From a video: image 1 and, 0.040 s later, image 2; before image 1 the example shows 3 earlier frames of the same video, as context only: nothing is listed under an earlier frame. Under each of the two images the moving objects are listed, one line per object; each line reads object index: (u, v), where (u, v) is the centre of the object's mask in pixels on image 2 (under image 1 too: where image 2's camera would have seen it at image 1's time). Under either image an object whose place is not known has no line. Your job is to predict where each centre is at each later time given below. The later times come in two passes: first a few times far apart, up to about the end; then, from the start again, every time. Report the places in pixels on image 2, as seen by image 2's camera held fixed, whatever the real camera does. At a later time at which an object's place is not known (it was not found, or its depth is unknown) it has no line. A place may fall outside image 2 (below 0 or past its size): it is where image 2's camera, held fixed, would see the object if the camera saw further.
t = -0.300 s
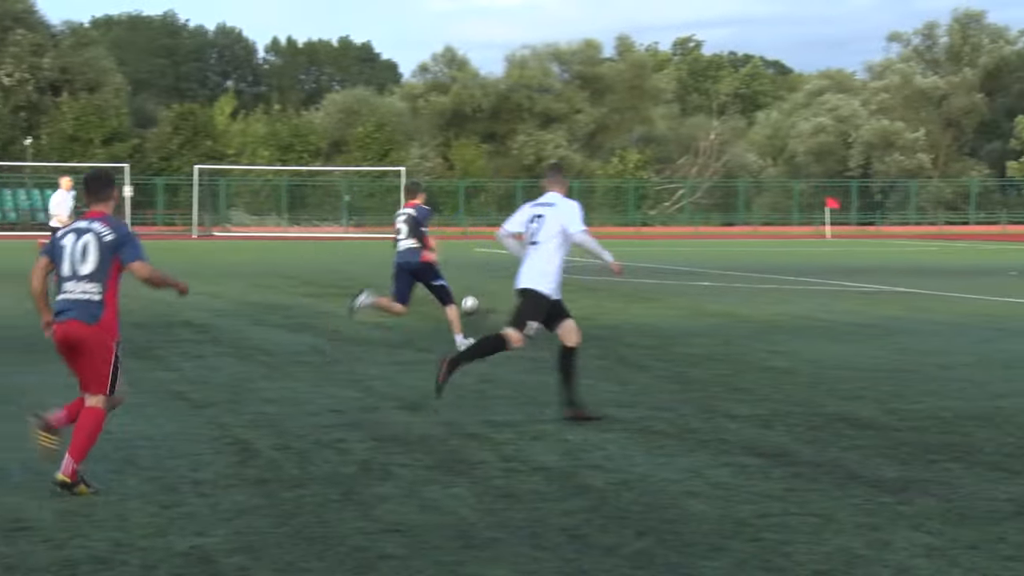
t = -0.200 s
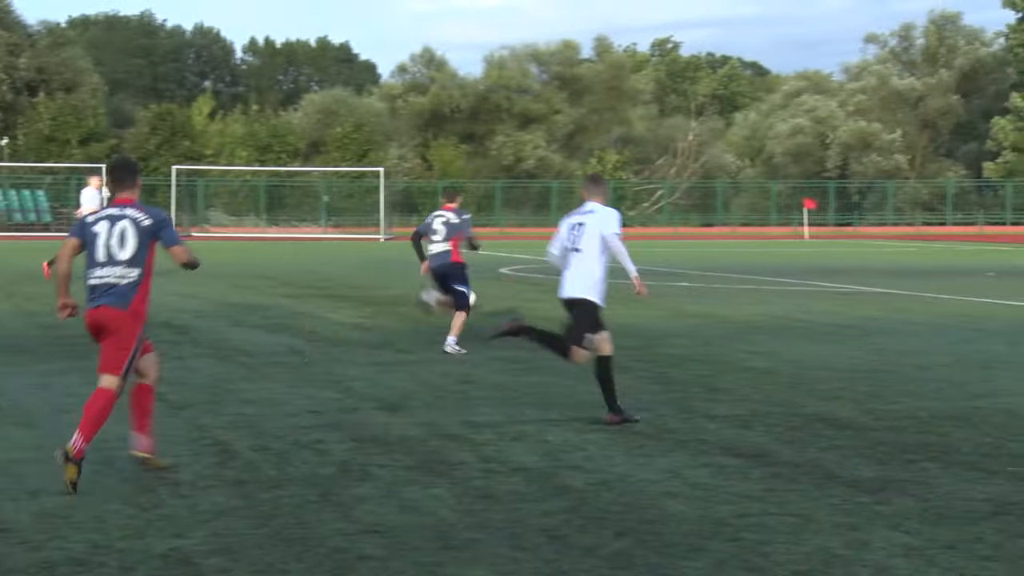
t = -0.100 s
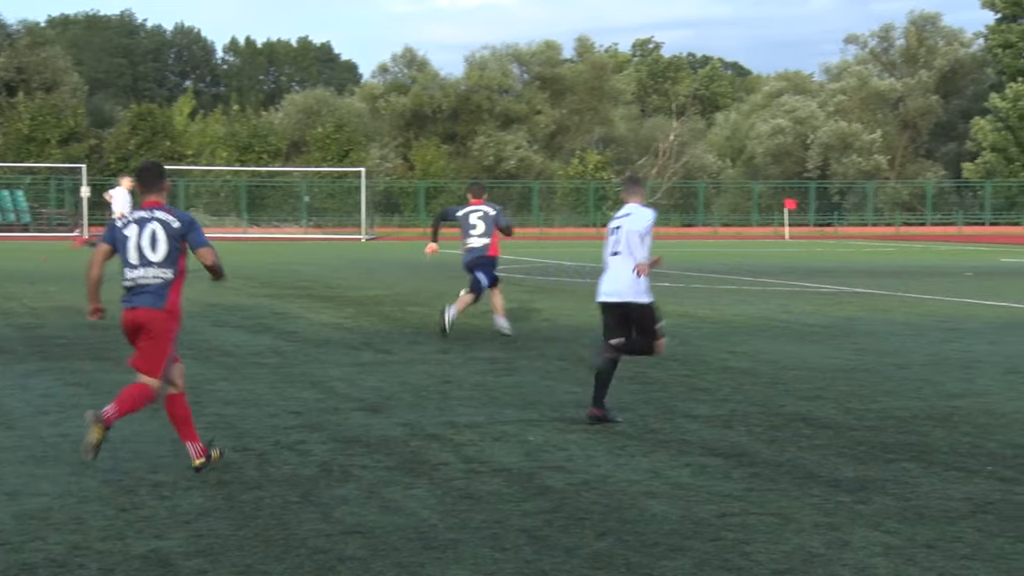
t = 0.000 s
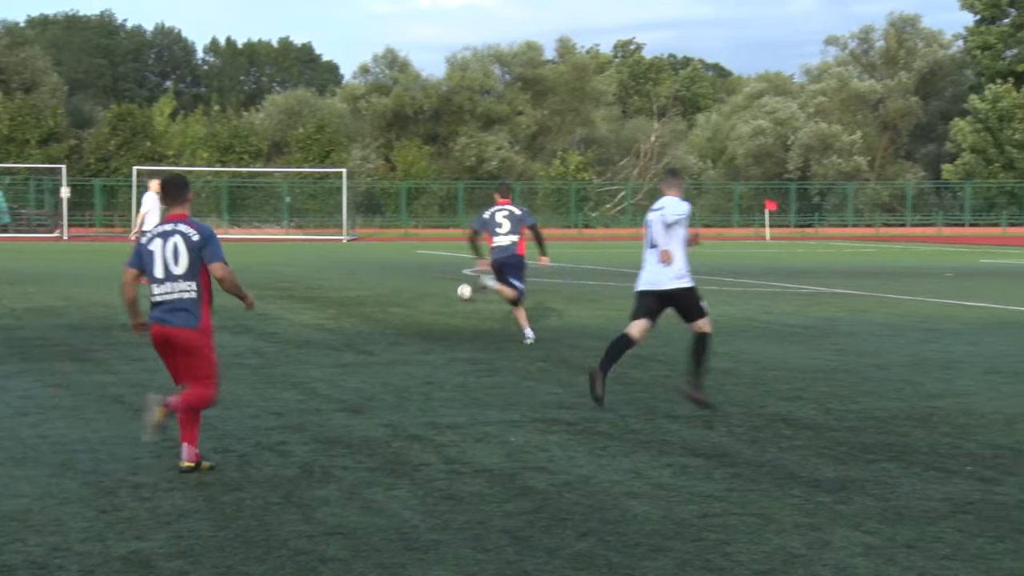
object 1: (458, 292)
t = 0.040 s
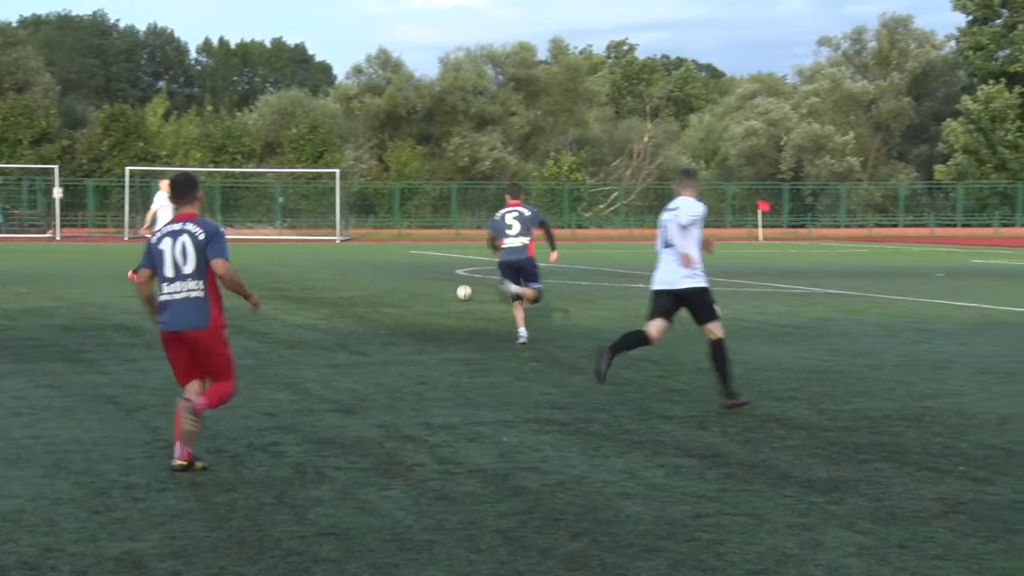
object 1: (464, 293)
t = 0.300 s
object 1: (500, 285)
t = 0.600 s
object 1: (534, 279)
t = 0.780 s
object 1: (552, 276)
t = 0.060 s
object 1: (467, 293)
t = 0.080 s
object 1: (470, 292)
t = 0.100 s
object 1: (472, 291)
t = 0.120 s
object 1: (475, 289)
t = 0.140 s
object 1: (478, 288)
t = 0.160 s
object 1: (481, 287)
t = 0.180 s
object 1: (484, 286)
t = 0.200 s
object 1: (487, 286)
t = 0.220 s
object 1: (490, 286)
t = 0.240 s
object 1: (493, 287)
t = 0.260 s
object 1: (495, 287)
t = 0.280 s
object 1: (498, 286)
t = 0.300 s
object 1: (500, 285)
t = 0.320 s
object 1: (503, 285)
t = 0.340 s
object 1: (505, 284)
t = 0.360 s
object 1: (508, 284)
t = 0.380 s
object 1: (510, 284)
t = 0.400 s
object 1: (513, 284)
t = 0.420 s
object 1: (515, 283)
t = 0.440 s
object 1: (518, 282)
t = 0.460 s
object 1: (519, 282)
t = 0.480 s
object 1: (522, 282)
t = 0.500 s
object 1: (524, 282)
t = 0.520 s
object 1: (526, 281)
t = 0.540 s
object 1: (529, 280)
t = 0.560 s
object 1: (531, 279)
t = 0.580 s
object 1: (533, 279)
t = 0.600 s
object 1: (534, 279)
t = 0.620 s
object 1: (537, 279)
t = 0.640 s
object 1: (539, 278)
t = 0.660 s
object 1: (541, 277)
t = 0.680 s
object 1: (542, 277)
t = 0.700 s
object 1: (544, 276)
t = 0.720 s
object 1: (545, 276)
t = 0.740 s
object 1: (548, 276)
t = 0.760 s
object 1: (550, 276)
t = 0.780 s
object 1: (552, 276)
